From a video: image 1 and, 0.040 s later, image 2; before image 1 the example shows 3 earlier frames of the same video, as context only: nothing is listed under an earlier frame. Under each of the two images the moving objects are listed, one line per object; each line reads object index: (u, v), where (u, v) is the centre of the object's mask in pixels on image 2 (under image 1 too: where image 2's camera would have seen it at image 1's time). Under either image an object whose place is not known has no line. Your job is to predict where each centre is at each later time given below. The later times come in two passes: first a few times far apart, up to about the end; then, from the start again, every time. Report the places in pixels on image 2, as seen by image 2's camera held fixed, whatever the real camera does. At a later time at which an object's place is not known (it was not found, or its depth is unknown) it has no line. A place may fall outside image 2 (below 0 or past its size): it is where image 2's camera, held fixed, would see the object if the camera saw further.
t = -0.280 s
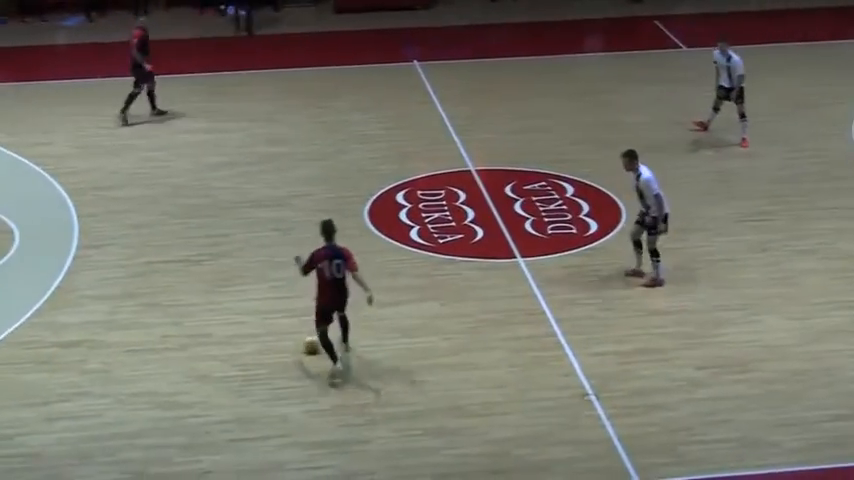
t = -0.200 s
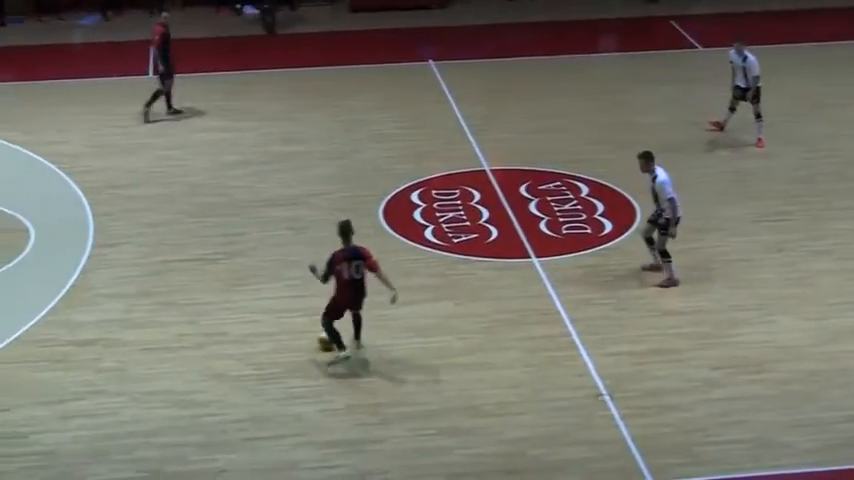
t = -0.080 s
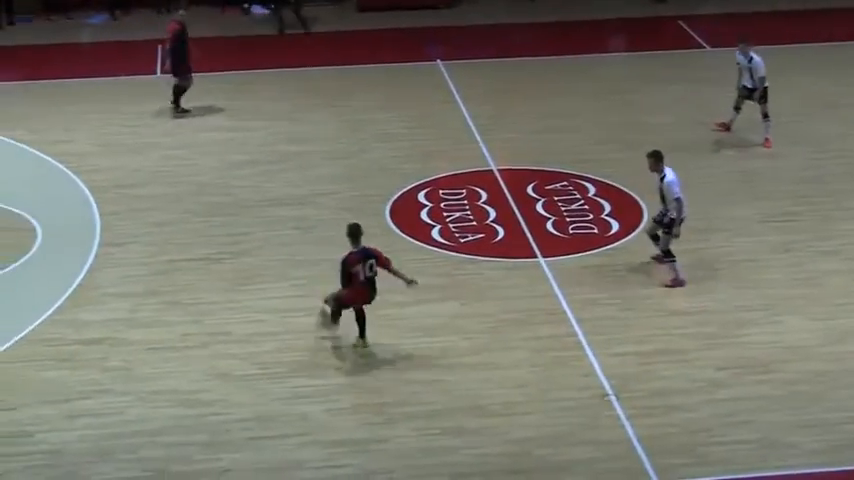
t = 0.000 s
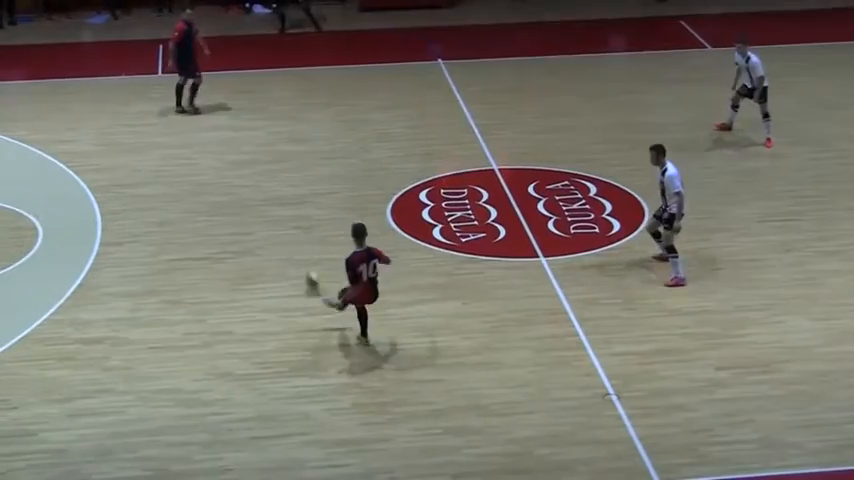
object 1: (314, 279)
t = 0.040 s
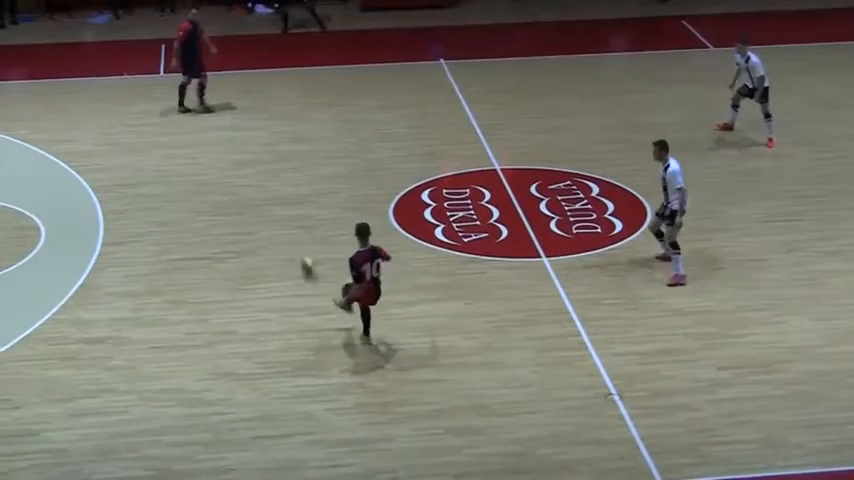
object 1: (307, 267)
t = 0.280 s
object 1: (279, 198)
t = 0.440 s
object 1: (265, 160)
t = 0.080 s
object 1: (301, 255)
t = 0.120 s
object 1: (296, 244)
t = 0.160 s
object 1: (292, 230)
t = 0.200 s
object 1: (288, 219)
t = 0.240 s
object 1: (283, 208)
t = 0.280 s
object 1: (279, 198)
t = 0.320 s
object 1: (275, 187)
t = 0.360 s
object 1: (270, 178)
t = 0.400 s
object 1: (268, 169)
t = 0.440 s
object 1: (265, 160)
